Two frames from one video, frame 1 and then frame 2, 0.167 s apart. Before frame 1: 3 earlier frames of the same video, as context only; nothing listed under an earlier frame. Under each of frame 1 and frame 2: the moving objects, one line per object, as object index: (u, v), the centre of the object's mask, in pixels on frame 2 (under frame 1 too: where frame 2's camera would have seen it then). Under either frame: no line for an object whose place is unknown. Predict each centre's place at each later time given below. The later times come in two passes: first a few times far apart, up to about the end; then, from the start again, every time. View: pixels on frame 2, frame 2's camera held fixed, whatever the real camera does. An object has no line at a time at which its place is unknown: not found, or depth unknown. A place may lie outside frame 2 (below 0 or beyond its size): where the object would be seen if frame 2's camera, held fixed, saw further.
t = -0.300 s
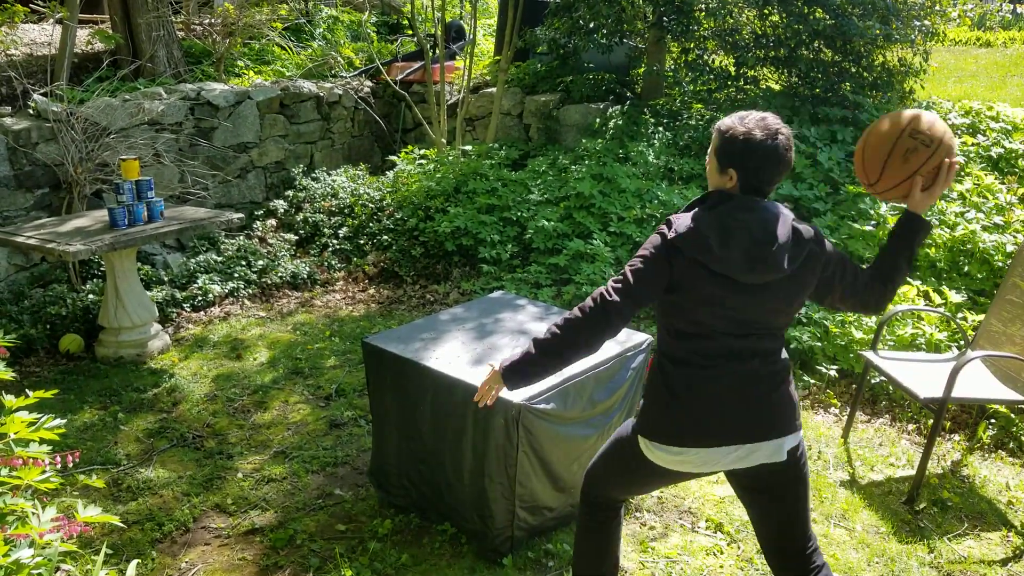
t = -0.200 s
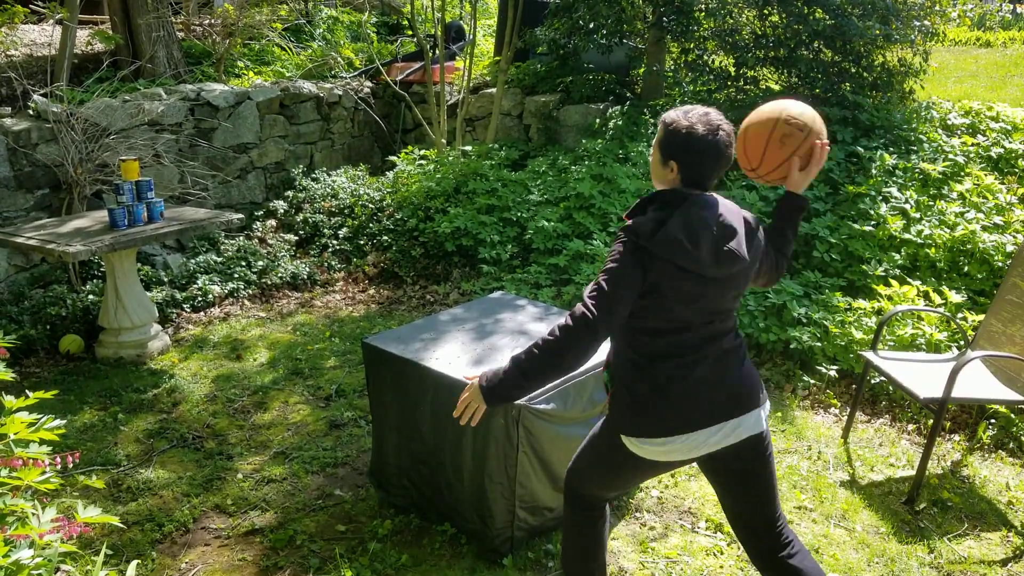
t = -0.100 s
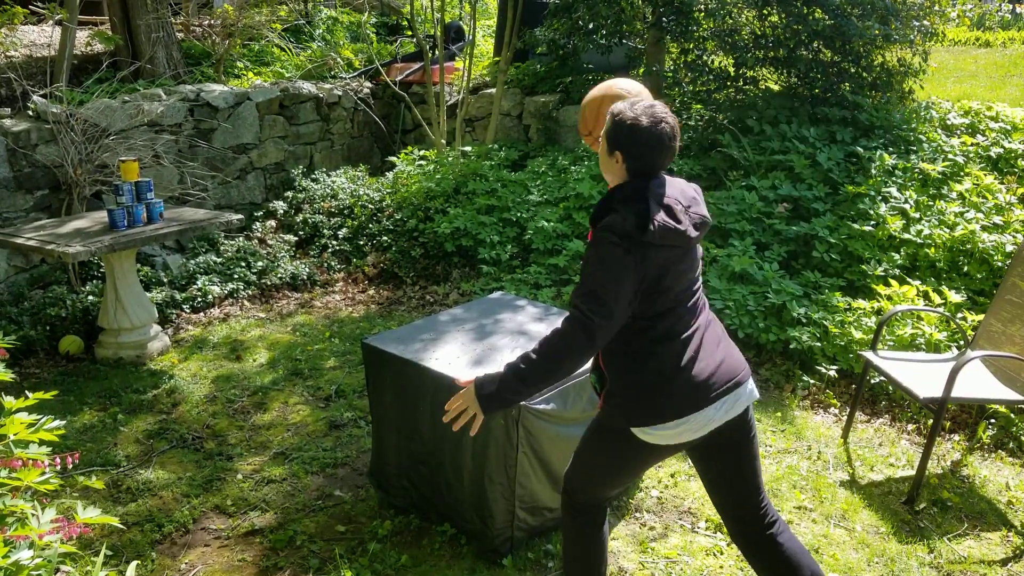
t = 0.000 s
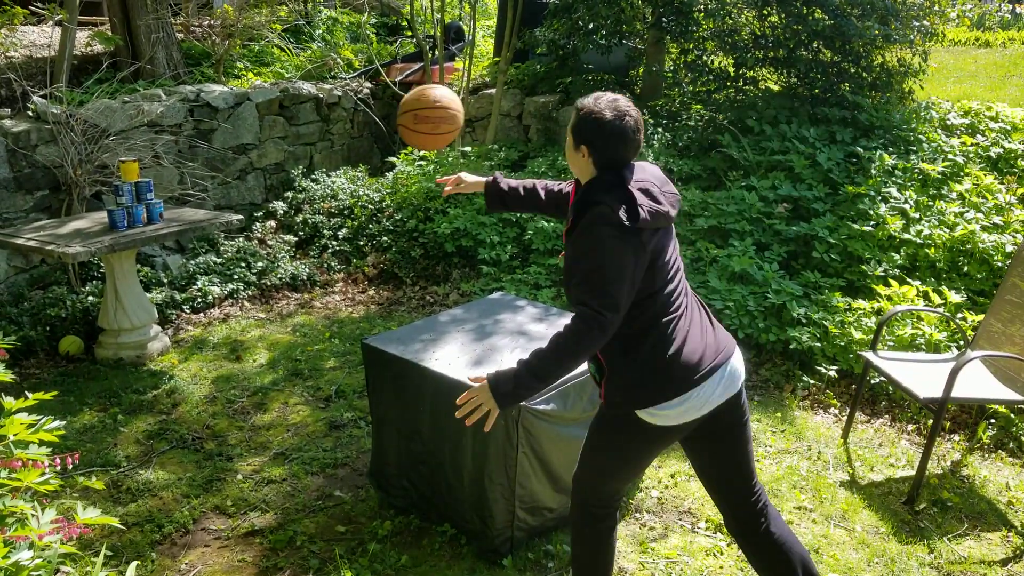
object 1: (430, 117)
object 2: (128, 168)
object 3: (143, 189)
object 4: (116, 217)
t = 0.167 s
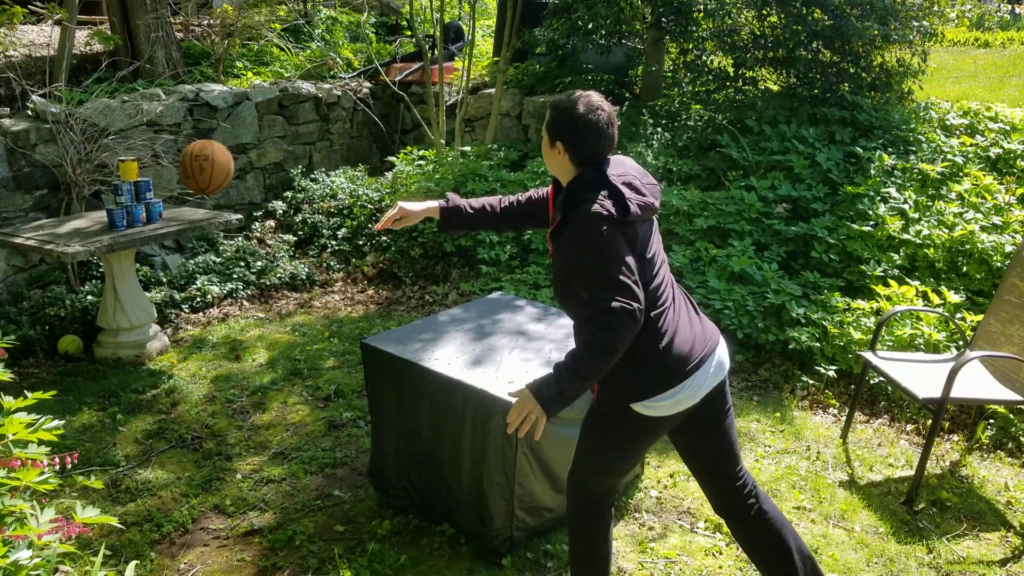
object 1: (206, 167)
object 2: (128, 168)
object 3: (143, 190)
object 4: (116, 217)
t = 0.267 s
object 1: (141, 202)
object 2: (127, 159)
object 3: (144, 176)
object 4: (107, 212)
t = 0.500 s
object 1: (184, 293)
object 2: (119, 139)
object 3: (137, 201)
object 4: (53, 215)
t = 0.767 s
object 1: (259, 391)
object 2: (117, 214)
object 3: (107, 205)
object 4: (23, 219)
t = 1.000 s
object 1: (352, 384)
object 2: (106, 216)
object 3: (98, 205)
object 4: (18, 219)
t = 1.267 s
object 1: (426, 505)
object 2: (100, 218)
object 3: (102, 205)
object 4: (17, 219)
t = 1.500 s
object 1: (473, 502)
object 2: (91, 220)
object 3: (100, 206)
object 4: (15, 219)
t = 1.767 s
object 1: (521, 560)
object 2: (79, 222)
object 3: (99, 208)
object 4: (15, 220)
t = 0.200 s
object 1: (172, 181)
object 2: (128, 168)
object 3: (140, 190)
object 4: (116, 217)
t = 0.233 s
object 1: (141, 198)
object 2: (127, 166)
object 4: (114, 218)
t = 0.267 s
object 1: (141, 202)
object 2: (127, 159)
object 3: (144, 176)
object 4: (107, 212)
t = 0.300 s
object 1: (146, 207)
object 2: (125, 150)
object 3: (143, 178)
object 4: (97, 210)
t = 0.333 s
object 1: (152, 216)
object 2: (123, 142)
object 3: (143, 182)
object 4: (89, 210)
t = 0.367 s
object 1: (157, 226)
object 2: (123, 136)
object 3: (142, 186)
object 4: (79, 212)
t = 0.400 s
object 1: (163, 238)
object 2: (122, 134)
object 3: (142, 190)
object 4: (71, 213)
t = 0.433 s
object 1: (170, 253)
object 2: (121, 134)
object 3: (140, 193)
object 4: (65, 212)
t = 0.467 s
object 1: (176, 271)
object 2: (120, 135)
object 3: (140, 196)
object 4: (59, 214)
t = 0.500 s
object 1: (184, 293)
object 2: (119, 139)
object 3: (137, 201)
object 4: (53, 215)
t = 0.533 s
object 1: (191, 318)
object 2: (118, 144)
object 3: (135, 207)
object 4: (49, 213)
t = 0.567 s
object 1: (199, 345)
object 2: (118, 153)
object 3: (131, 208)
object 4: (45, 213)
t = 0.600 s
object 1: (206, 376)
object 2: (118, 163)
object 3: (127, 206)
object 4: (41, 214)
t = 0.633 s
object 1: (215, 410)
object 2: (119, 176)
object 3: (123, 205)
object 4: (36, 216)
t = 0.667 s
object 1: (225, 428)
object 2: (120, 191)
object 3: (120, 208)
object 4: (32, 218)
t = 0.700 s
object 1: (235, 414)
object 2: (119, 200)
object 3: (114, 211)
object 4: (29, 219)
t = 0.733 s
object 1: (247, 401)
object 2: (118, 209)
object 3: (105, 210)
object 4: (26, 218)
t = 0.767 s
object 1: (259, 391)
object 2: (117, 214)
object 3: (107, 205)
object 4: (23, 219)
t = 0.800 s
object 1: (272, 382)
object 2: (115, 215)
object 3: (105, 206)
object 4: (21, 219)
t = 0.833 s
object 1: (285, 377)
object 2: (113, 215)
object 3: (104, 206)
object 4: (20, 219)
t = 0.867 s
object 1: (298, 373)
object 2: (111, 215)
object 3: (102, 206)
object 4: (19, 219)
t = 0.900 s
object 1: (312, 372)
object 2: (110, 216)
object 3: (100, 206)
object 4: (18, 219)
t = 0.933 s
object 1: (326, 373)
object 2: (108, 216)
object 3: (99, 205)
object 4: (18, 219)
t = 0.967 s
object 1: (339, 377)
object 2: (107, 216)
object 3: (98, 205)
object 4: (18, 219)
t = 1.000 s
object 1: (352, 384)
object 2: (106, 216)
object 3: (98, 205)
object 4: (18, 219)
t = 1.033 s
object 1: (365, 393)
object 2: (105, 217)
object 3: (98, 205)
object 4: (18, 219)
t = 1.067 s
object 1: (376, 406)
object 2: (105, 217)
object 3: (98, 205)
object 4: (18, 219)
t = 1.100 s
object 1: (386, 420)
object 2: (104, 217)
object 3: (98, 205)
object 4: (18, 219)
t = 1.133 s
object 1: (394, 437)
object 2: (104, 217)
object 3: (98, 204)
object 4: (18, 219)
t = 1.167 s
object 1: (403, 457)
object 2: (103, 217)
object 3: (99, 204)
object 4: (18, 219)
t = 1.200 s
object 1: (412, 480)
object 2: (102, 217)
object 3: (101, 204)
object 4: (18, 219)
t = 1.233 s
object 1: (420, 506)
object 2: (101, 217)
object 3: (101, 204)
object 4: (17, 219)
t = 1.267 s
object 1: (426, 505)
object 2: (100, 218)
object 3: (102, 205)
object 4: (17, 219)
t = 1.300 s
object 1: (432, 496)
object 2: (99, 218)
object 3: (102, 205)
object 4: (17, 219)
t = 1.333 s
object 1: (438, 489)
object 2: (98, 218)
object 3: (102, 205)
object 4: (16, 219)
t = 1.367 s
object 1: (445, 486)
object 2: (97, 219)
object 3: (101, 205)
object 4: (16, 219)
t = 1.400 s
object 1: (451, 485)
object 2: (95, 219)
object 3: (102, 206)
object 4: (16, 219)
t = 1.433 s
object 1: (458, 487)
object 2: (94, 219)
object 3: (101, 206)
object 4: (16, 219)
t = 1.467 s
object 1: (466, 493)
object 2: (93, 220)
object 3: (101, 206)
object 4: (15, 220)
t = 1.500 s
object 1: (473, 502)
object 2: (91, 220)
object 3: (100, 206)
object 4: (15, 219)
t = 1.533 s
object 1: (481, 514)
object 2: (90, 220)
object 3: (101, 206)
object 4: (15, 219)
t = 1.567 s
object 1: (488, 531)
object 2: (88, 221)
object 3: (100, 206)
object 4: (15, 220)
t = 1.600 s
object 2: (87, 221)
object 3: (100, 207)
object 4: (14, 220)
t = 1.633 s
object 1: (504, 555)
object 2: (85, 221)
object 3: (100, 207)
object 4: (15, 220)
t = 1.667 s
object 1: (509, 558)
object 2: (84, 222)
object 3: (100, 207)
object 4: (15, 220)
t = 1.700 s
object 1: (513, 557)
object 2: (82, 222)
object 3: (99, 208)
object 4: (15, 220)
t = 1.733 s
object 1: (518, 558)
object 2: (80, 222)
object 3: (99, 208)
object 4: (15, 220)
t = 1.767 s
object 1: (521, 560)
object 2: (79, 222)
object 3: (99, 208)
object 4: (15, 220)
